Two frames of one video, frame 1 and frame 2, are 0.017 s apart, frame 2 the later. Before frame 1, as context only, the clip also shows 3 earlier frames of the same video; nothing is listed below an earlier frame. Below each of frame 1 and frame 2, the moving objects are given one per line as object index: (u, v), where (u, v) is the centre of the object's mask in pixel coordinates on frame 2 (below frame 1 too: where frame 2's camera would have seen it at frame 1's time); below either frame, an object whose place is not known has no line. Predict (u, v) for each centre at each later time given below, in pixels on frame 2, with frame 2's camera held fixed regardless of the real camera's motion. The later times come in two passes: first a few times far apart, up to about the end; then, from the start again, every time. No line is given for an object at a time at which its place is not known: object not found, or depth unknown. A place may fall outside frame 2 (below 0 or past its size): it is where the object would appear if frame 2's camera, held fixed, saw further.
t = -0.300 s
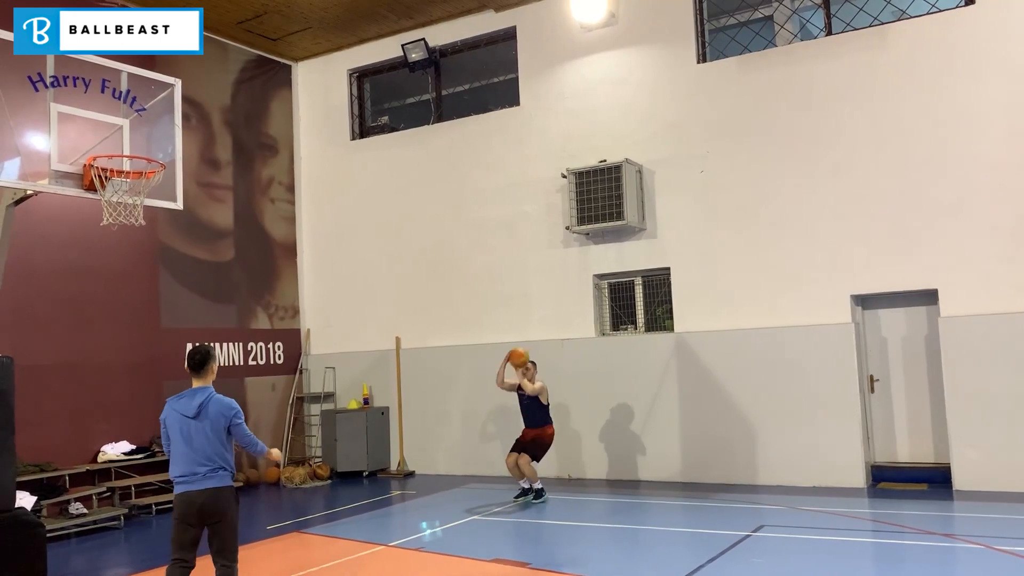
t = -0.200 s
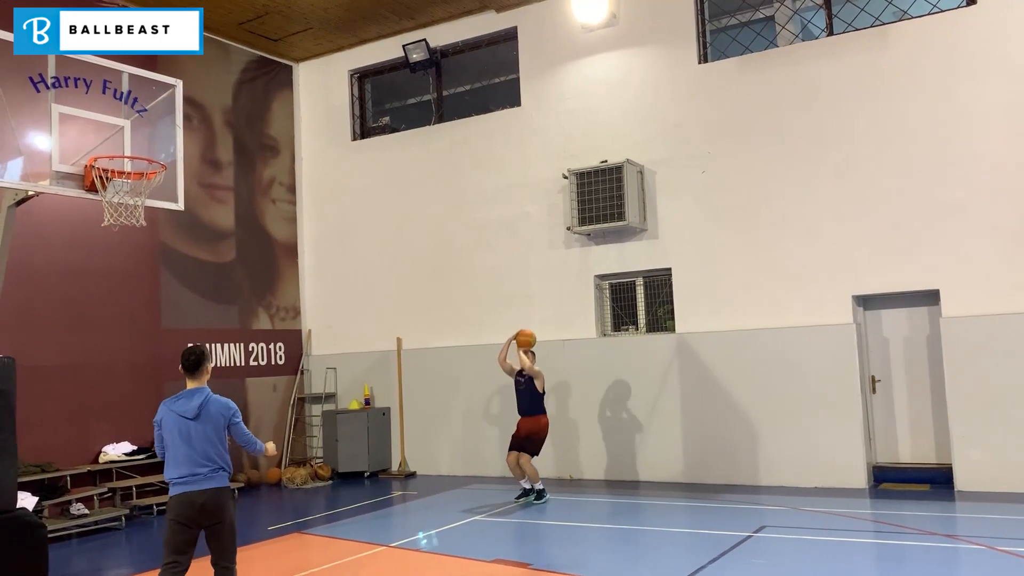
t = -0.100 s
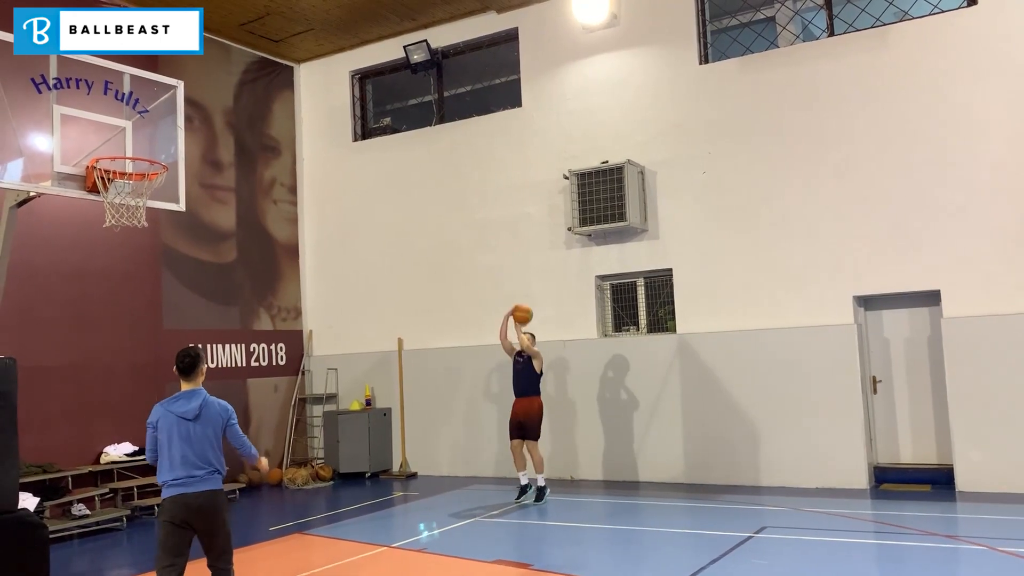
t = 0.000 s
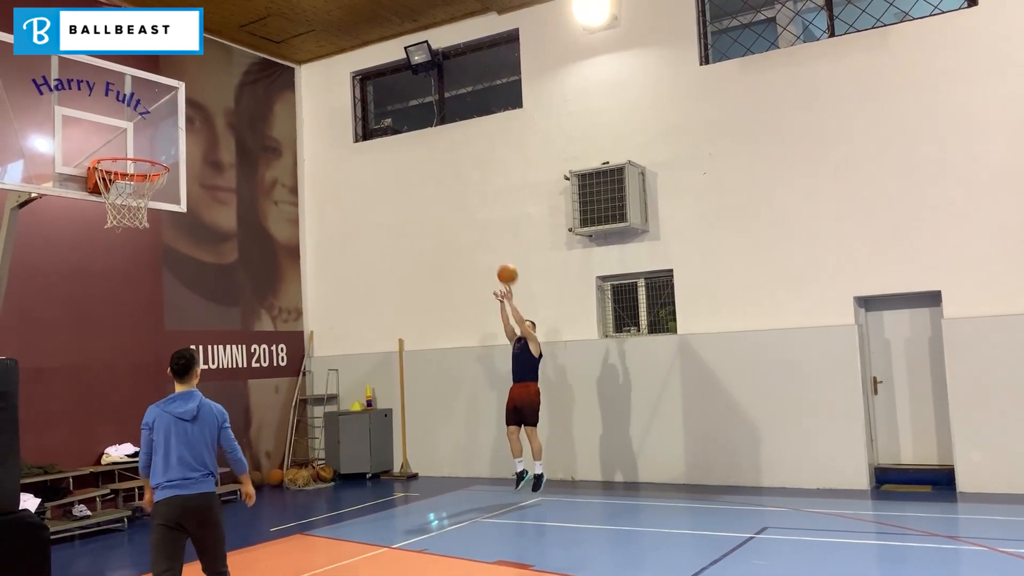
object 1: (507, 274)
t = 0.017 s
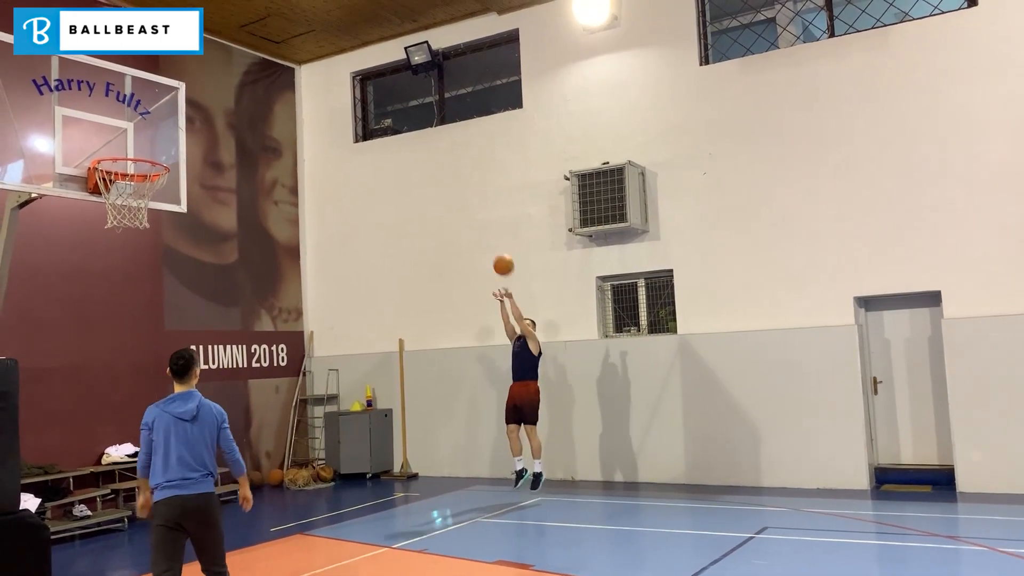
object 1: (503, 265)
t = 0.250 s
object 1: (446, 155)
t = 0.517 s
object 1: (371, 70)
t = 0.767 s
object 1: (289, 45)
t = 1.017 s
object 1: (189, 91)
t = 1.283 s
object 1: (101, 212)
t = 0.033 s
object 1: (499, 256)
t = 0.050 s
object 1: (496, 248)
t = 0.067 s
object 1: (491, 239)
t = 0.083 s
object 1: (487, 230)
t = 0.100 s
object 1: (484, 222)
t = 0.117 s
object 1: (479, 214)
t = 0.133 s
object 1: (475, 206)
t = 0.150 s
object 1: (471, 198)
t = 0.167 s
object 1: (467, 190)
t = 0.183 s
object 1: (463, 182)
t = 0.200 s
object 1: (459, 176)
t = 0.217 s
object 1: (454, 168)
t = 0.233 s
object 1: (450, 161)
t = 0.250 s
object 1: (446, 155)
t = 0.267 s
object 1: (441, 148)
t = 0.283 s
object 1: (437, 141)
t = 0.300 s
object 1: (432, 135)
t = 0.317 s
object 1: (428, 129)
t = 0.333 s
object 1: (423, 122)
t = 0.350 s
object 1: (420, 117)
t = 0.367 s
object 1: (415, 111)
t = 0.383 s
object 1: (410, 106)
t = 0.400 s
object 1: (405, 101)
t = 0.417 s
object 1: (401, 96)
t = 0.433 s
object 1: (396, 91)
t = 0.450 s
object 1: (391, 87)
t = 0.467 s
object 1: (386, 82)
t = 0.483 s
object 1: (381, 78)
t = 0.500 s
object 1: (377, 74)
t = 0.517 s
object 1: (371, 70)
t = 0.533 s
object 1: (367, 67)
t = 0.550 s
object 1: (362, 64)
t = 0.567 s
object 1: (356, 60)
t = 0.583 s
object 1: (351, 57)
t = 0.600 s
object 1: (346, 55)
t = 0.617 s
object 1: (340, 52)
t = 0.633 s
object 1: (335, 50)
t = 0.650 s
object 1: (330, 48)
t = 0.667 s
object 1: (324, 47)
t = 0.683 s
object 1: (318, 46)
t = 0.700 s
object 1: (313, 44)
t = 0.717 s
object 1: (307, 44)
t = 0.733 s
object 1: (301, 44)
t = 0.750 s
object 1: (295, 45)
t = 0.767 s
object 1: (289, 45)
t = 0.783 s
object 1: (284, 45)
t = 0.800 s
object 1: (277, 46)
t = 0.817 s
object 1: (271, 47)
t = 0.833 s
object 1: (265, 48)
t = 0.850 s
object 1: (259, 51)
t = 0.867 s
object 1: (252, 53)
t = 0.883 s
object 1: (246, 56)
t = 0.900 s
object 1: (239, 59)
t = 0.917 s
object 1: (232, 62)
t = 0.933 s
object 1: (225, 66)
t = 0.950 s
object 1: (218, 71)
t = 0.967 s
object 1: (211, 75)
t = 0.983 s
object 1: (203, 80)
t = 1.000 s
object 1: (196, 85)
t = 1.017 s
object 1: (189, 91)
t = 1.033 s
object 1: (182, 98)
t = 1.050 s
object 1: (173, 105)
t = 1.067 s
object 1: (165, 113)
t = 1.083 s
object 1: (158, 121)
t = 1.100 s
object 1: (149, 129)
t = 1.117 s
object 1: (140, 138)
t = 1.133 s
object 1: (133, 146)
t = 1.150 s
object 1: (123, 159)
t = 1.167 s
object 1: (114, 169)
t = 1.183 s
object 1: (107, 179)
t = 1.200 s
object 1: (102, 187)
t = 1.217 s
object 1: (100, 193)
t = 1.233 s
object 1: (101, 199)
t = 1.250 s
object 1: (100, 204)
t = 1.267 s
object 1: (101, 210)
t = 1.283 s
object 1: (101, 212)
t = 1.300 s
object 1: (102, 216)
